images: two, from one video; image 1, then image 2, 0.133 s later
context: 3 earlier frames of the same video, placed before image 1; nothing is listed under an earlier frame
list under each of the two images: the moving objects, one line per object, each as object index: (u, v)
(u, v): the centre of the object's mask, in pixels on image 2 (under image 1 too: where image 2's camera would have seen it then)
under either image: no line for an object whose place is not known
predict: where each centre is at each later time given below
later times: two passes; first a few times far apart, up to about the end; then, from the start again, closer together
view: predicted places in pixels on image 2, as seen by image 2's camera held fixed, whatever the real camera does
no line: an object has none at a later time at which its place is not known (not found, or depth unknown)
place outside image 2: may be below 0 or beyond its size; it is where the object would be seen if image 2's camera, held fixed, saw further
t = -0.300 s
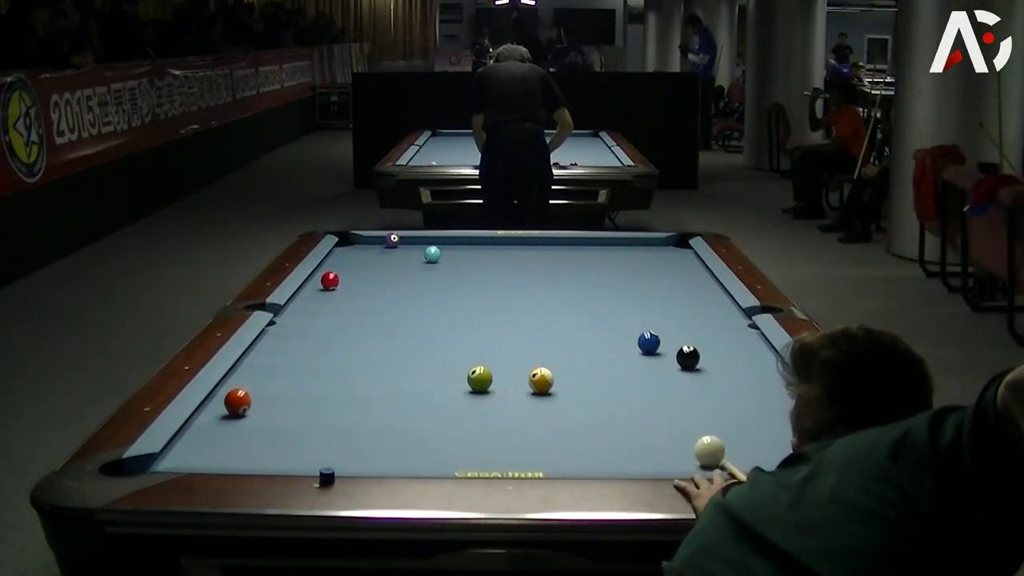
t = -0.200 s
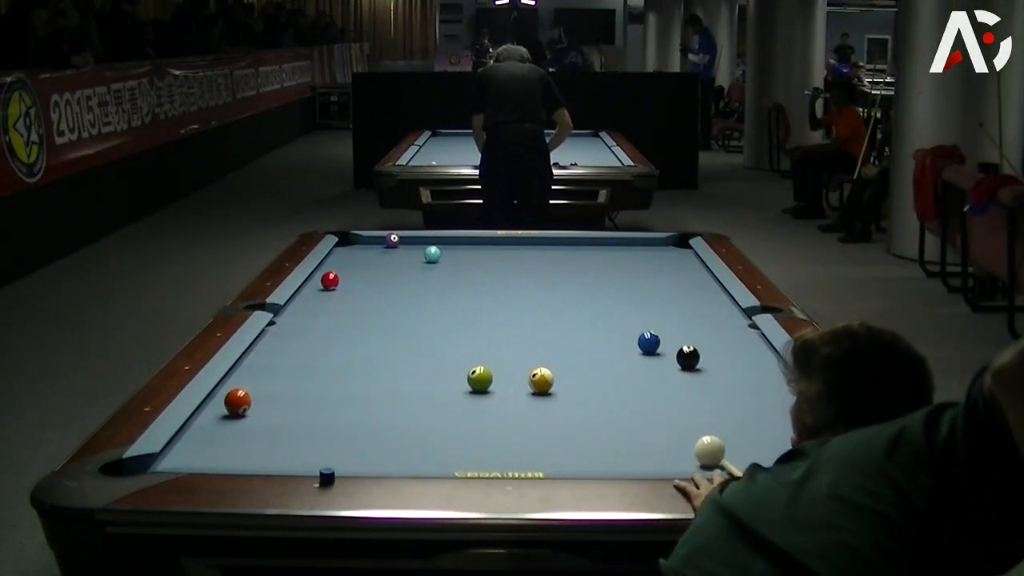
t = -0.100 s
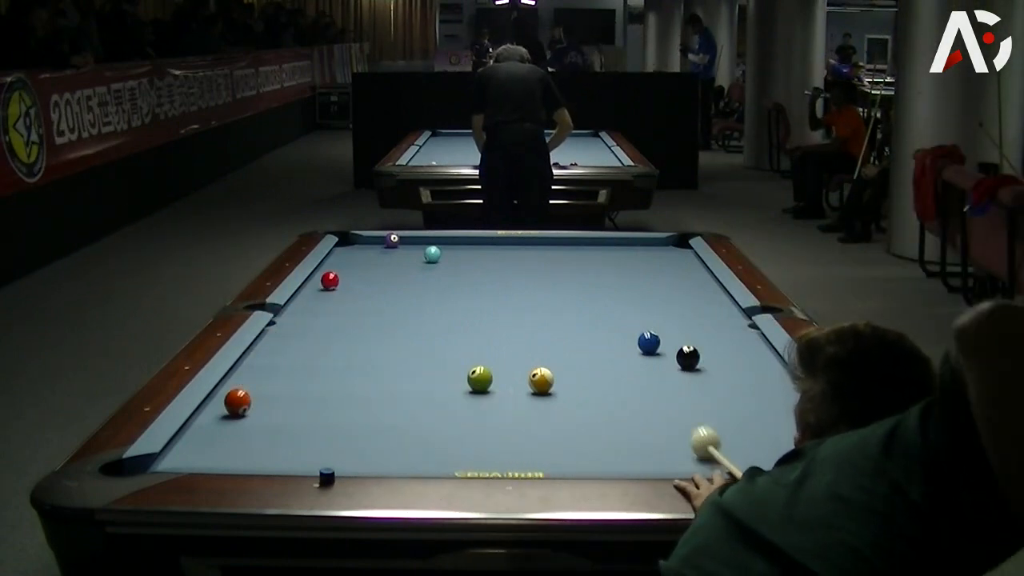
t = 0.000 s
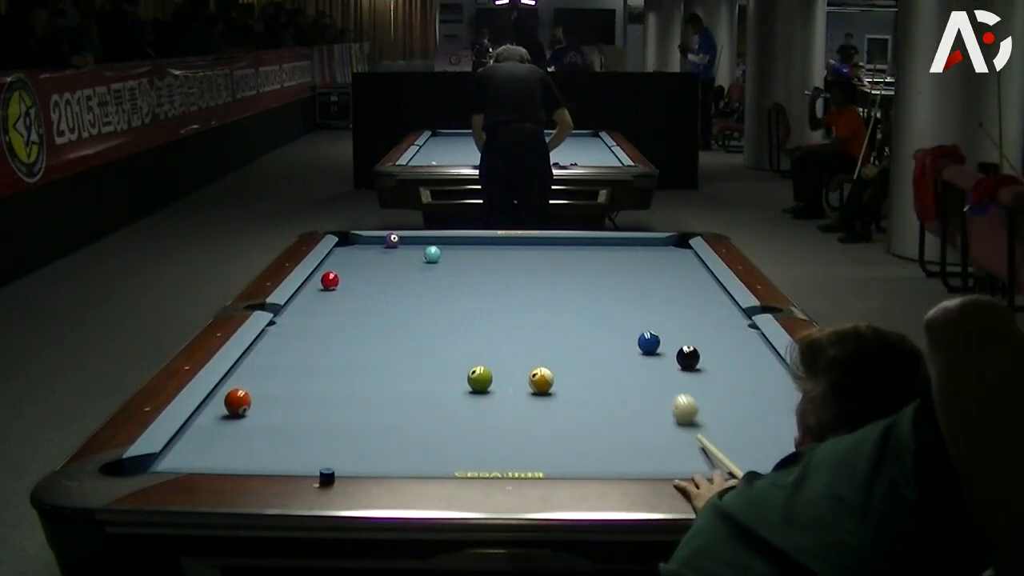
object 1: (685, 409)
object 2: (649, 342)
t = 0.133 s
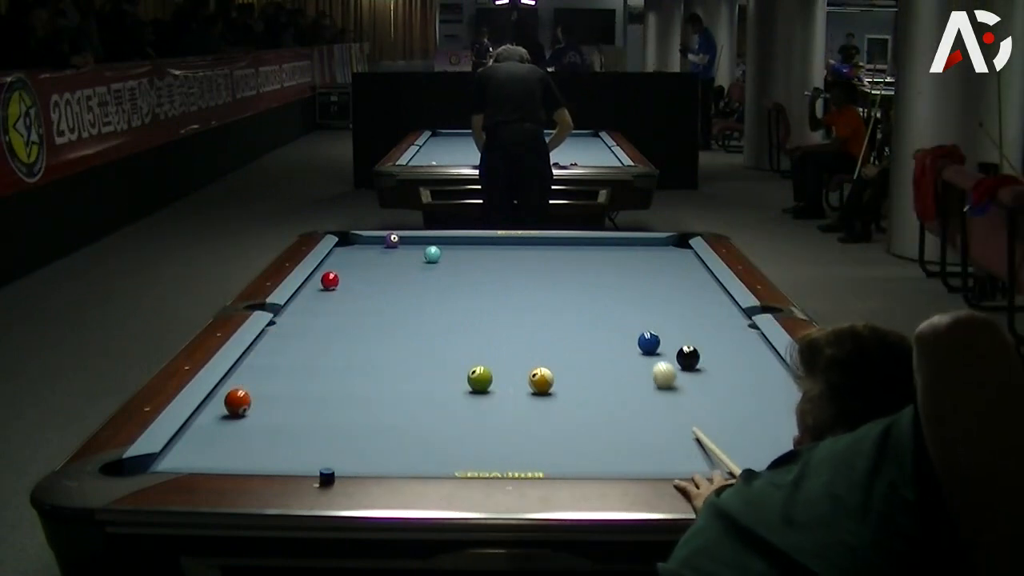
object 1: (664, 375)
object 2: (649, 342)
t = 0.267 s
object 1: (649, 349)
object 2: (649, 335)
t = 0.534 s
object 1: (617, 340)
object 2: (652, 310)
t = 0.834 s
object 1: (587, 327)
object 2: (653, 286)
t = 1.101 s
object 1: (563, 317)
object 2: (655, 270)
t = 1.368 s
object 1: (541, 307)
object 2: (656, 255)
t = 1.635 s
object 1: (521, 299)
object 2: (658, 242)
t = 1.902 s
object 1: (503, 292)
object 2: (667, 247)
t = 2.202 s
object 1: (484, 284)
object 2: (677, 254)
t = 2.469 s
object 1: (470, 278)
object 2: (687, 260)
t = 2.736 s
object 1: (457, 273)
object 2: (696, 267)
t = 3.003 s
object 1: (445, 268)
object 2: (703, 274)
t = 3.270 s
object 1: (434, 264)
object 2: (705, 280)
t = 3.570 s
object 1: (424, 260)
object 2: (707, 287)
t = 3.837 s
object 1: (416, 257)
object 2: (708, 293)
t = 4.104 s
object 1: (408, 253)
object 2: (709, 299)
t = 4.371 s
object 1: (401, 251)
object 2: (710, 304)
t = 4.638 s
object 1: (395, 248)
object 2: (709, 310)
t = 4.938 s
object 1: (389, 246)
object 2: (707, 316)
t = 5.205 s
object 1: (385, 244)
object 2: (705, 321)
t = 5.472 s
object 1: (382, 243)
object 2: (703, 326)
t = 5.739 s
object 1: (378, 241)
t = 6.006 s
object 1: (374, 241)
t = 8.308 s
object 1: (369, 240)
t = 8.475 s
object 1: (369, 240)
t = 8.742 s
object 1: (369, 240)
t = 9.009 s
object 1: (369, 240)
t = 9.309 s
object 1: (369, 240)
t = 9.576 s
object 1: (369, 240)
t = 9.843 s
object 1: (369, 240)
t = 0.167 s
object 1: (659, 367)
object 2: (648, 342)
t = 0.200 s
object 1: (655, 361)
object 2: (648, 340)
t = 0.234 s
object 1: (652, 354)
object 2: (648, 338)
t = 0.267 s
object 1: (649, 349)
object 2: (649, 335)
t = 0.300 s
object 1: (644, 348)
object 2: (651, 334)
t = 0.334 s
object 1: (640, 347)
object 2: (651, 331)
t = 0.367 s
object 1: (636, 346)
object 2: (650, 328)
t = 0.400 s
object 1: (632, 345)
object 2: (651, 324)
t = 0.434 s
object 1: (628, 344)
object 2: (651, 320)
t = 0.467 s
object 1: (625, 343)
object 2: (651, 317)
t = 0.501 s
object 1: (621, 342)
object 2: (652, 313)
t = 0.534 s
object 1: (617, 340)
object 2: (652, 310)
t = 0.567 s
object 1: (614, 338)
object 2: (652, 307)
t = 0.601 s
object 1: (610, 337)
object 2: (652, 304)
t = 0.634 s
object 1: (607, 335)
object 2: (652, 301)
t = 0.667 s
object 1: (603, 334)
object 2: (653, 299)
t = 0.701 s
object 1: (600, 332)
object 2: (653, 296)
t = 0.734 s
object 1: (597, 331)
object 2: (653, 294)
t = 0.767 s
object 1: (593, 330)
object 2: (653, 291)
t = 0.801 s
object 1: (590, 328)
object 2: (653, 289)
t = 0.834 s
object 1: (587, 327)
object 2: (653, 286)
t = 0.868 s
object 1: (584, 326)
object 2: (654, 284)
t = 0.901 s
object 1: (580, 324)
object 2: (654, 282)
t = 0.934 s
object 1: (577, 323)
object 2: (654, 280)
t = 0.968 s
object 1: (574, 322)
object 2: (654, 278)
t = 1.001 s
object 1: (571, 320)
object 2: (655, 275)
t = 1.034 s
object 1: (568, 319)
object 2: (655, 273)
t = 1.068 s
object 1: (565, 318)
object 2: (655, 271)
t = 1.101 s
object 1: (563, 317)
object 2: (655, 270)
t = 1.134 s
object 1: (560, 315)
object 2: (655, 268)
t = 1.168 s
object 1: (557, 314)
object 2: (656, 265)
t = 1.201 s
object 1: (554, 313)
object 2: (656, 264)
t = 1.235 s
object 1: (551, 312)
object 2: (656, 262)
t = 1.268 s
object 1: (549, 311)
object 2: (656, 259)
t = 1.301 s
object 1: (546, 309)
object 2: (656, 258)
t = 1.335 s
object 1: (543, 308)
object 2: (656, 257)
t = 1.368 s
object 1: (541, 307)
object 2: (656, 255)
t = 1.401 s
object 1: (538, 306)
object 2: (657, 253)
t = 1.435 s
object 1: (536, 305)
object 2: (657, 251)
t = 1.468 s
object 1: (533, 304)
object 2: (657, 249)
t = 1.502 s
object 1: (531, 303)
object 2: (657, 248)
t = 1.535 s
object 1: (528, 302)
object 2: (657, 246)
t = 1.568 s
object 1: (525, 301)
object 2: (658, 245)
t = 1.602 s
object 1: (523, 300)
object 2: (658, 244)
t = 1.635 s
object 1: (521, 299)
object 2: (658, 242)
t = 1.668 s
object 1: (518, 298)
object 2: (659, 241)
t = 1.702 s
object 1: (516, 297)
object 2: (659, 242)
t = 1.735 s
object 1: (514, 296)
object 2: (660, 242)
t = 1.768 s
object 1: (511, 295)
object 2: (662, 243)
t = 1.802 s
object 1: (509, 294)
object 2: (664, 244)
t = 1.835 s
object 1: (507, 293)
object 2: (665, 245)
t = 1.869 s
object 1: (505, 293)
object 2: (666, 246)
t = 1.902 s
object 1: (503, 292)
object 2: (667, 247)
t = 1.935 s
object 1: (500, 291)
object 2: (668, 248)
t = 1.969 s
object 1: (498, 290)
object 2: (669, 248)
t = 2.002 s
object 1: (496, 289)
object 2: (670, 249)
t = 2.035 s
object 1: (494, 288)
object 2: (671, 250)
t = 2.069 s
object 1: (492, 287)
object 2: (673, 251)
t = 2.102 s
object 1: (490, 286)
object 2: (674, 252)
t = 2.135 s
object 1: (488, 286)
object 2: (675, 252)
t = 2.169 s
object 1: (486, 285)
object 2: (676, 253)
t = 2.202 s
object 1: (484, 284)
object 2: (677, 254)
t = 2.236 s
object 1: (482, 283)
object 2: (678, 255)
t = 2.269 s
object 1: (481, 283)
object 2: (680, 256)
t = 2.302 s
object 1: (479, 282)
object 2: (681, 256)
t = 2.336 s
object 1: (477, 281)
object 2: (682, 257)
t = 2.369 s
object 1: (475, 281)
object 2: (683, 258)
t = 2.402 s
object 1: (473, 280)
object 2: (684, 259)
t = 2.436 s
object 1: (471, 279)
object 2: (686, 259)
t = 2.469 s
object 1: (470, 278)
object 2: (687, 260)
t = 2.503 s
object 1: (468, 278)
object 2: (688, 261)
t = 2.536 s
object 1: (466, 277)
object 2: (689, 262)
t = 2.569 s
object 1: (465, 276)
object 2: (690, 263)
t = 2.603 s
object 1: (463, 276)
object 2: (691, 264)
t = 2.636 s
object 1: (461, 275)
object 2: (692, 265)
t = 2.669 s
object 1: (460, 274)
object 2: (693, 265)
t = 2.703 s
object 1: (458, 274)
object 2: (695, 266)
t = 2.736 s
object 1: (457, 273)
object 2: (696, 267)
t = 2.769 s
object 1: (456, 272)
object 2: (697, 268)
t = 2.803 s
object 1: (454, 272)
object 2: (698, 269)
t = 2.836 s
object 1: (452, 271)
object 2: (699, 270)
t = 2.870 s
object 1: (451, 271)
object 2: (700, 271)
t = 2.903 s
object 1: (449, 270)
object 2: (701, 272)
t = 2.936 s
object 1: (448, 269)
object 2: (702, 272)
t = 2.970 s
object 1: (446, 269)
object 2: (703, 274)
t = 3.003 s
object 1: (445, 268)
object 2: (703, 274)
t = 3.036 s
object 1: (444, 268)
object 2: (703, 274)
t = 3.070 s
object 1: (442, 267)
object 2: (704, 276)
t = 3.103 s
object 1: (441, 267)
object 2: (704, 276)
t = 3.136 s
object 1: (440, 266)
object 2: (704, 278)
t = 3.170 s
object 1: (438, 266)
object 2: (704, 278)
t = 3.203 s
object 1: (437, 265)
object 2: (705, 279)
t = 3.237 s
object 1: (436, 265)
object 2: (705, 280)
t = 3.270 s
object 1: (434, 264)
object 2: (705, 280)
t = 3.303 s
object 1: (433, 264)
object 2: (705, 281)
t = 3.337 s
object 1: (432, 263)
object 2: (706, 282)
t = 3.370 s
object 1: (431, 263)
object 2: (706, 282)
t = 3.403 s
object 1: (429, 262)
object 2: (706, 283)
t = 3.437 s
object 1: (428, 261)
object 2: (706, 284)
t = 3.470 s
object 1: (427, 261)
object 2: (706, 285)
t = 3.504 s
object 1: (426, 261)
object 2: (707, 285)
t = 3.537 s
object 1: (425, 260)
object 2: (707, 286)
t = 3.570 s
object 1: (424, 260)
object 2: (707, 287)
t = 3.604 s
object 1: (423, 259)
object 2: (707, 287)
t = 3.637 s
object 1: (422, 259)
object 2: (708, 288)
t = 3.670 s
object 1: (421, 259)
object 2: (708, 289)
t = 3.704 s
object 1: (419, 258)
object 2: (708, 290)
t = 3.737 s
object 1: (419, 257)
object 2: (708, 291)
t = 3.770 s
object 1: (417, 257)
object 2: (708, 291)
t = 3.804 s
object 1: (417, 257)
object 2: (708, 292)
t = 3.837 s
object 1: (416, 257)
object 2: (708, 293)
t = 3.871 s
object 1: (414, 256)
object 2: (709, 294)
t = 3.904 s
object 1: (414, 256)
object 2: (709, 294)
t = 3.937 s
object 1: (413, 255)
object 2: (709, 295)
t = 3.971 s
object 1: (412, 255)
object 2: (709, 296)
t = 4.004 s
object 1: (411, 254)
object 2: (709, 297)
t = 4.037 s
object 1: (410, 254)
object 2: (709, 297)
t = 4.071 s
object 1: (409, 254)
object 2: (709, 298)
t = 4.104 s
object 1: (408, 253)
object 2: (709, 299)
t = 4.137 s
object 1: (407, 253)
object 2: (709, 299)
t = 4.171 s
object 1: (406, 253)
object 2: (709, 300)
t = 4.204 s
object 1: (405, 252)
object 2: (710, 301)
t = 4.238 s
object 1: (404, 252)
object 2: (710, 302)
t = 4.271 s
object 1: (403, 252)
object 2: (710, 302)
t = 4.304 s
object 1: (403, 251)
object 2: (710, 303)
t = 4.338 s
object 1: (402, 251)
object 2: (710, 304)
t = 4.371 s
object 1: (401, 251)
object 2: (710, 304)
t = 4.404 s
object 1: (400, 250)
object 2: (709, 306)
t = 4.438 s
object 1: (399, 250)
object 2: (710, 306)
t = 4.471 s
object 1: (399, 250)
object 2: (709, 307)
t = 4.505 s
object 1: (398, 250)
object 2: (709, 307)
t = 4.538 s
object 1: (397, 249)
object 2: (709, 308)
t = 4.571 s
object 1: (397, 249)
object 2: (709, 309)
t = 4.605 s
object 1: (396, 249)
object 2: (709, 309)
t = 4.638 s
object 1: (395, 248)
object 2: (709, 310)
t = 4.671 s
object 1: (394, 248)
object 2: (708, 311)
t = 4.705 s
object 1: (394, 248)
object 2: (708, 311)
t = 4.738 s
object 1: (393, 248)
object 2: (708, 312)
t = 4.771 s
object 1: (392, 247)
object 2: (708, 313)
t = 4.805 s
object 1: (392, 247)
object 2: (708, 313)
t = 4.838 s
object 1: (391, 247)
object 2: (708, 314)
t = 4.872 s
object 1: (391, 247)
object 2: (708, 315)
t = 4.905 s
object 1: (390, 246)
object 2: (707, 315)
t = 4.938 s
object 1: (389, 246)
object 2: (707, 316)
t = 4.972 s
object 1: (389, 246)
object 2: (707, 317)
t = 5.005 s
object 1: (388, 246)
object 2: (707, 317)
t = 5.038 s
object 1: (388, 245)
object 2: (707, 318)
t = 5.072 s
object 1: (387, 245)
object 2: (706, 318)
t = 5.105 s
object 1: (387, 245)
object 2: (706, 319)
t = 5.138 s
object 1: (386, 245)
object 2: (706, 320)
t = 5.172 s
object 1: (386, 244)
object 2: (706, 320)
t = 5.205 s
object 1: (385, 244)
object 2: (705, 321)
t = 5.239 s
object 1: (385, 244)
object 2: (705, 321)
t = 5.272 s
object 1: (384, 244)
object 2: (704, 323)
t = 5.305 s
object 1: (384, 243)
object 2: (704, 323)
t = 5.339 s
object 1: (383, 243)
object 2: (704, 323)
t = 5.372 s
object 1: (383, 243)
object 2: (704, 324)
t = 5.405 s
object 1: (383, 243)
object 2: (703, 325)
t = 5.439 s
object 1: (382, 243)
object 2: (703, 325)
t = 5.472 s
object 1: (382, 243)
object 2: (703, 326)
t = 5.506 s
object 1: (381, 242)
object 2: (702, 326)
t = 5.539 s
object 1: (381, 242)
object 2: (702, 327)
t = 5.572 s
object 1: (380, 242)
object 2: (702, 327)
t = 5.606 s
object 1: (380, 242)
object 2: (701, 328)
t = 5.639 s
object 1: (379, 242)
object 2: (701, 328)
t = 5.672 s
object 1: (379, 241)
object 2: (701, 329)
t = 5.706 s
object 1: (378, 242)
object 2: (700, 330)
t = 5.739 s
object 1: (378, 241)
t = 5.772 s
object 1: (377, 241)
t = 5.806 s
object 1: (377, 241)
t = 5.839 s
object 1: (376, 241)
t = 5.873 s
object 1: (376, 241)
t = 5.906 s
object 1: (375, 241)
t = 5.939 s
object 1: (375, 241)
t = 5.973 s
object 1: (374, 241)
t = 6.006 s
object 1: (374, 241)
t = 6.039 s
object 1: (374, 241)
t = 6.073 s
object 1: (373, 241)
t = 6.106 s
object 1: (373, 241)
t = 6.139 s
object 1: (373, 241)
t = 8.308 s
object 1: (369, 240)
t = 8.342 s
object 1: (369, 240)
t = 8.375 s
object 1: (369, 240)
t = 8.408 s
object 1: (369, 240)
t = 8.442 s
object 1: (369, 240)
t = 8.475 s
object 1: (369, 240)
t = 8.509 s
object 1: (369, 240)
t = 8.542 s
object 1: (369, 240)
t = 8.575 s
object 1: (369, 240)
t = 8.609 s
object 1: (369, 240)
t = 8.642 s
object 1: (369, 240)
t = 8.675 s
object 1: (369, 240)
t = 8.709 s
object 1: (369, 240)
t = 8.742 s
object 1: (369, 240)
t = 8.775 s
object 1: (369, 240)
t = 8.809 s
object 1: (369, 240)
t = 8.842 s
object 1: (369, 240)
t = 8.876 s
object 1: (369, 240)
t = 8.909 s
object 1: (369, 240)
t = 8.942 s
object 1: (369, 240)
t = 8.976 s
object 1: (369, 240)
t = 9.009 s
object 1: (369, 240)
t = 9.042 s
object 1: (369, 240)
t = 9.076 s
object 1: (369, 240)
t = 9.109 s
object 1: (369, 240)
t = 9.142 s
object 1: (369, 240)
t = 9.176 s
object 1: (369, 240)
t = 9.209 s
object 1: (369, 240)
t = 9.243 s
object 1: (369, 240)
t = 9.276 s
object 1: (369, 240)
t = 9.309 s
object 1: (369, 240)
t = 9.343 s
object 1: (369, 240)
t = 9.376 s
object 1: (369, 240)
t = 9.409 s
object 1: (369, 240)
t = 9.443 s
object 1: (369, 240)
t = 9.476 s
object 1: (369, 240)
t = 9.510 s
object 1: (369, 240)
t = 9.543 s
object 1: (369, 240)
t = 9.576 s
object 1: (369, 240)
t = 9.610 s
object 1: (369, 240)
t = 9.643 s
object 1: (369, 240)
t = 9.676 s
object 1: (369, 240)
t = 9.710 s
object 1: (369, 240)
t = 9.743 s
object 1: (369, 240)
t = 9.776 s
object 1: (369, 240)
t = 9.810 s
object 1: (369, 240)
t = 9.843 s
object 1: (369, 240)
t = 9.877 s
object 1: (369, 240)
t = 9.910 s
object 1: (369, 240)
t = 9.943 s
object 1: (369, 240)
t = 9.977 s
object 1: (369, 240)
